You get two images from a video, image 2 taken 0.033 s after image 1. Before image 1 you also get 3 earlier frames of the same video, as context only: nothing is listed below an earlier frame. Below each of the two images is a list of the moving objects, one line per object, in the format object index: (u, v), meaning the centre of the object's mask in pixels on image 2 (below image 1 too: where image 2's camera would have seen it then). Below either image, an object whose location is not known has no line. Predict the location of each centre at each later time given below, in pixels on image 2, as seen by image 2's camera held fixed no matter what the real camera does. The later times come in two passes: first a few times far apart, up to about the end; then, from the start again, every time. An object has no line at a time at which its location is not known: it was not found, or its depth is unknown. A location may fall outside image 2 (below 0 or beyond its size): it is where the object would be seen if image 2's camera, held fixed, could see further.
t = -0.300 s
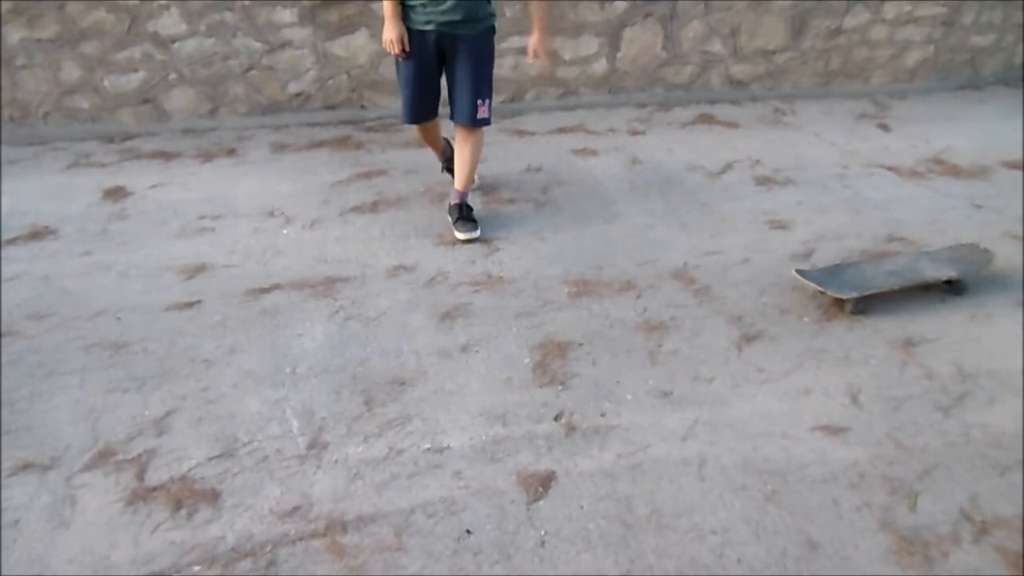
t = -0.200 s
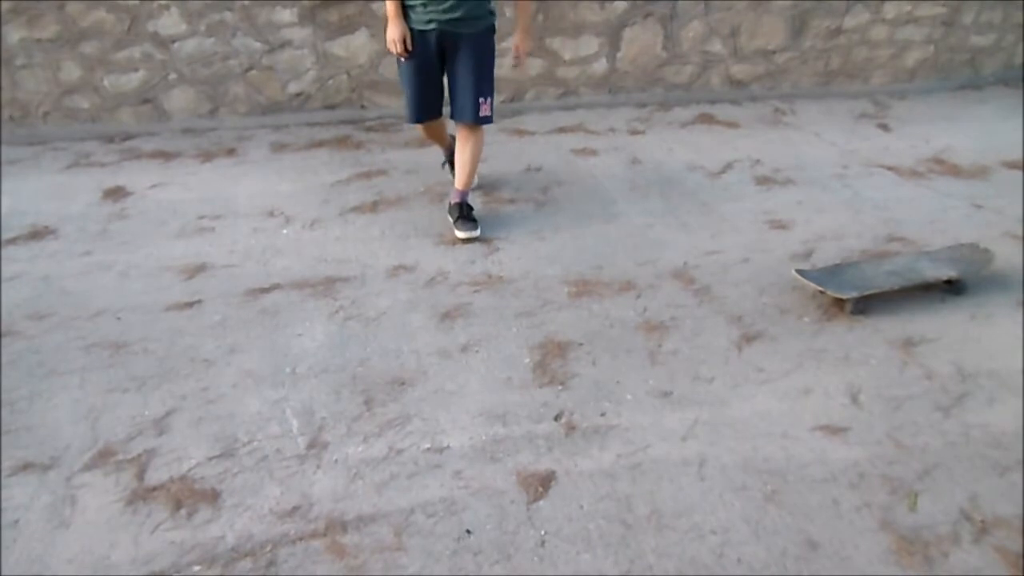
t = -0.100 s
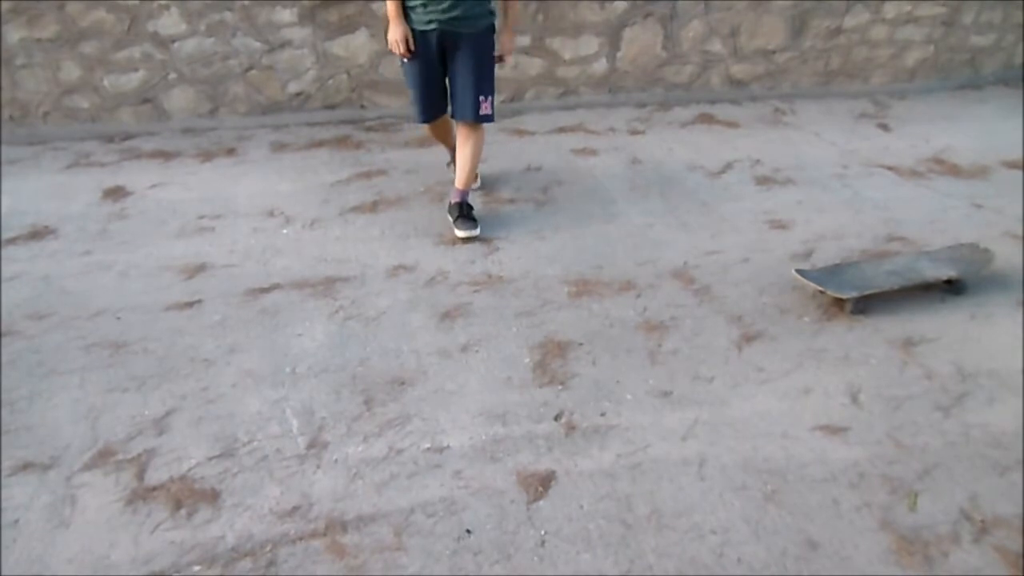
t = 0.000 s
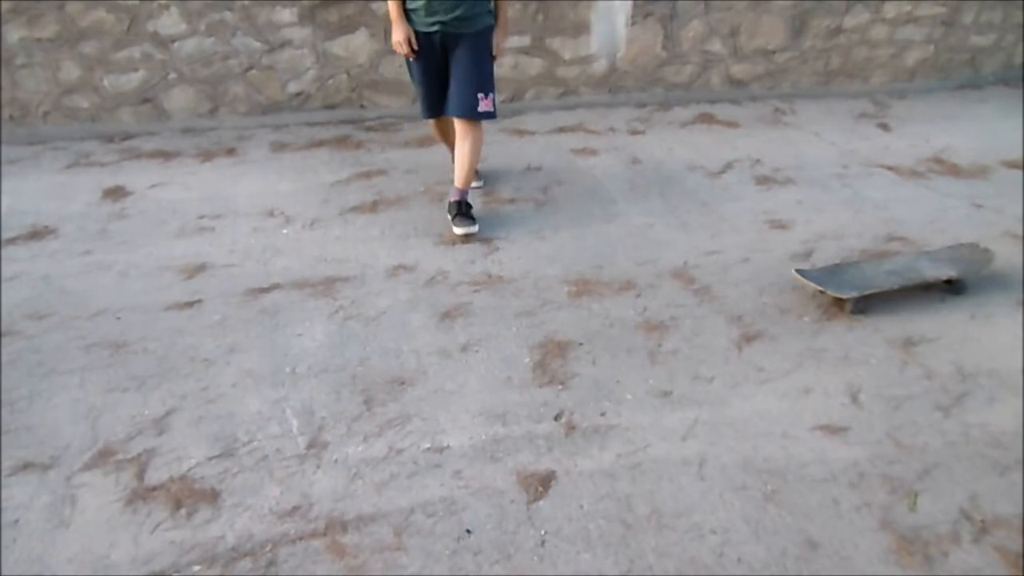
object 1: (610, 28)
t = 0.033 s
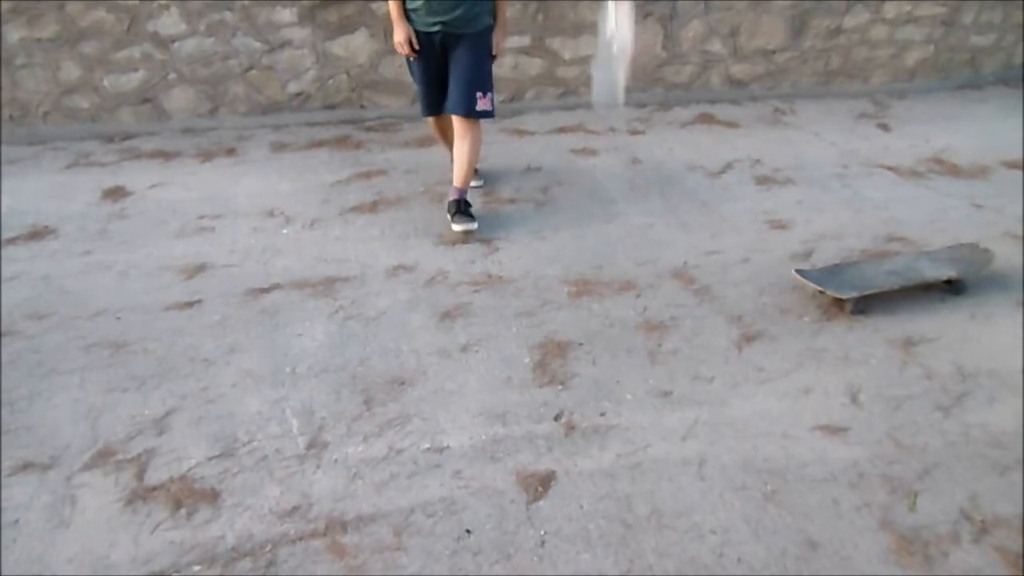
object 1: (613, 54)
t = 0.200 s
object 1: (610, 301)
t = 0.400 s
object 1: (629, 301)
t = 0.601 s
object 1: (643, 314)
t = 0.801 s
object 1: (641, 310)
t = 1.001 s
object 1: (641, 307)
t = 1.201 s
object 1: (641, 305)
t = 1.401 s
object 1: (640, 305)
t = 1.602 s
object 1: (641, 307)
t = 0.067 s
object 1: (613, 99)
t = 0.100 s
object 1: (612, 153)
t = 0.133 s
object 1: (612, 206)
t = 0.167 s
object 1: (611, 265)
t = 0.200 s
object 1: (610, 301)
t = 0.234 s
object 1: (612, 301)
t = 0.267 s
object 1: (612, 297)
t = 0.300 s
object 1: (616, 294)
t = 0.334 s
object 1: (618, 297)
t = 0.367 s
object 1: (623, 299)
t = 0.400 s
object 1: (629, 301)
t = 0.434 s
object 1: (638, 303)
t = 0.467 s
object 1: (639, 312)
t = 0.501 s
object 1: (642, 317)
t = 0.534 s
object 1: (643, 317)
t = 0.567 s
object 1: (644, 315)
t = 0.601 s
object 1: (643, 314)
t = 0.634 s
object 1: (643, 313)
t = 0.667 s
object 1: (642, 313)
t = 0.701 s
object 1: (642, 312)
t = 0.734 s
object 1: (642, 312)
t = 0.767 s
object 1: (642, 311)
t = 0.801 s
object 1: (641, 310)
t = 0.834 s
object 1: (641, 310)
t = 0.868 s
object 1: (641, 309)
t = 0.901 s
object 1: (641, 309)
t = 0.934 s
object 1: (641, 308)
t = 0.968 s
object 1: (641, 308)
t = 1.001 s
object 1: (641, 307)
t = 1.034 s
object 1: (641, 307)
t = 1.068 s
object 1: (641, 306)
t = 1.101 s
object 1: (641, 306)
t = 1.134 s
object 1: (641, 306)
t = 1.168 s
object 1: (641, 305)
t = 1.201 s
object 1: (641, 305)
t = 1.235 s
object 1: (641, 305)
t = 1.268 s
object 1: (640, 305)
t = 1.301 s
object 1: (640, 305)
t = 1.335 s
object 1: (640, 305)
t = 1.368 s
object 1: (640, 305)
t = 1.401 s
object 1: (640, 305)
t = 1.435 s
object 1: (641, 305)
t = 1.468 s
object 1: (640, 306)
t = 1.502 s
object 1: (640, 306)
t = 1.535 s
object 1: (641, 306)
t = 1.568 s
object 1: (641, 307)
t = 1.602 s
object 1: (641, 307)
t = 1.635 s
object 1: (641, 308)
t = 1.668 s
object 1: (641, 308)
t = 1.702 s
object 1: (641, 308)
